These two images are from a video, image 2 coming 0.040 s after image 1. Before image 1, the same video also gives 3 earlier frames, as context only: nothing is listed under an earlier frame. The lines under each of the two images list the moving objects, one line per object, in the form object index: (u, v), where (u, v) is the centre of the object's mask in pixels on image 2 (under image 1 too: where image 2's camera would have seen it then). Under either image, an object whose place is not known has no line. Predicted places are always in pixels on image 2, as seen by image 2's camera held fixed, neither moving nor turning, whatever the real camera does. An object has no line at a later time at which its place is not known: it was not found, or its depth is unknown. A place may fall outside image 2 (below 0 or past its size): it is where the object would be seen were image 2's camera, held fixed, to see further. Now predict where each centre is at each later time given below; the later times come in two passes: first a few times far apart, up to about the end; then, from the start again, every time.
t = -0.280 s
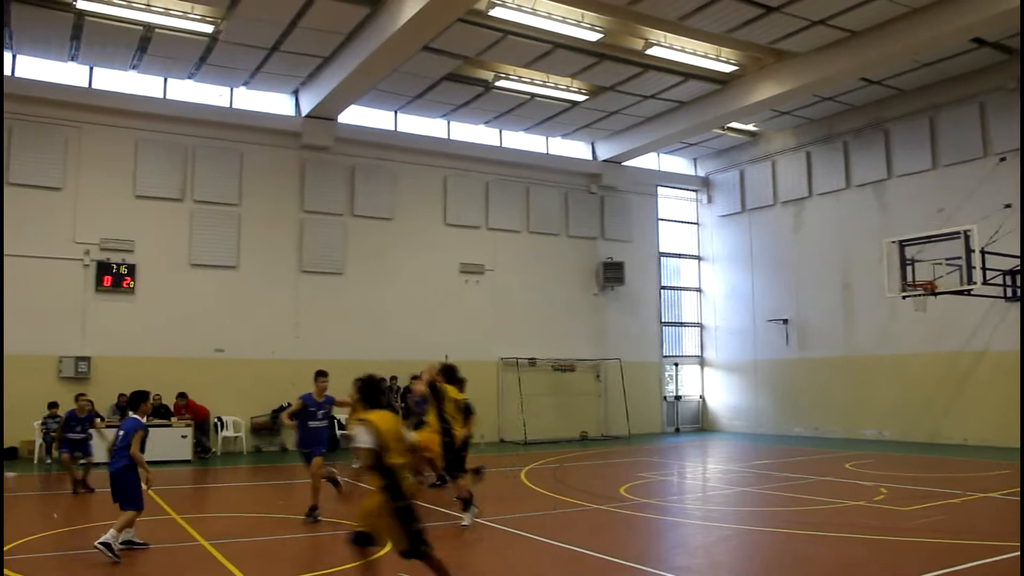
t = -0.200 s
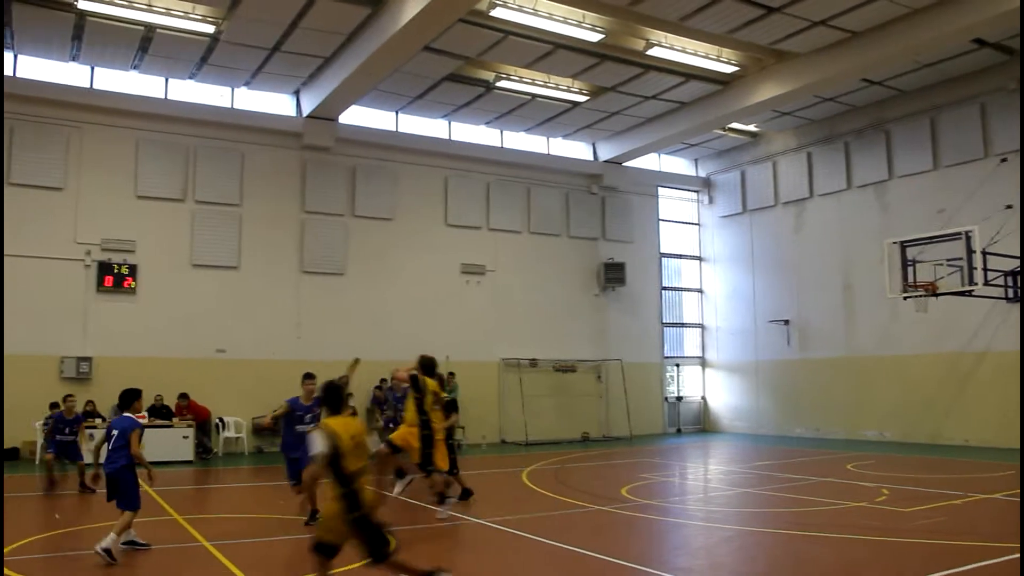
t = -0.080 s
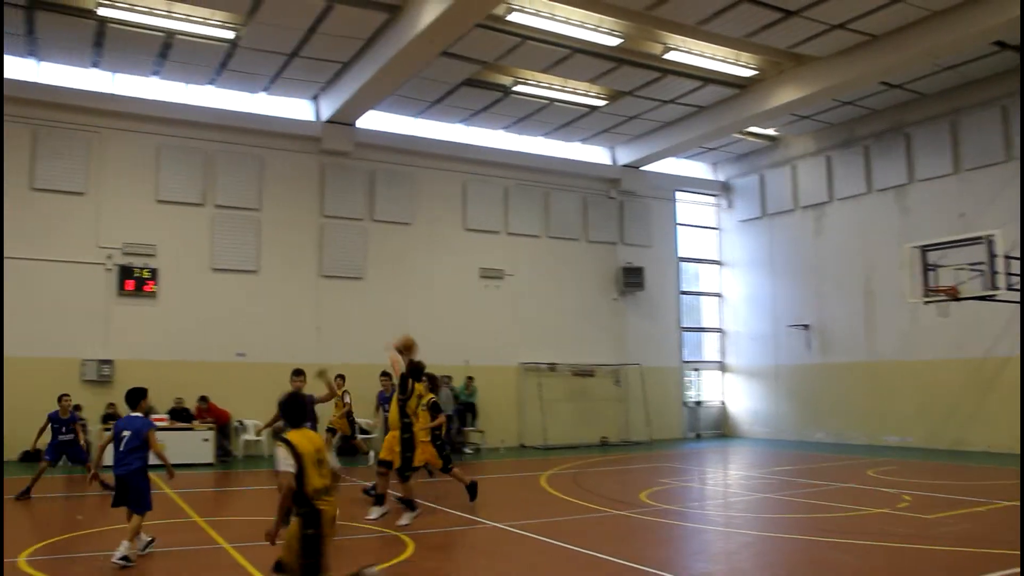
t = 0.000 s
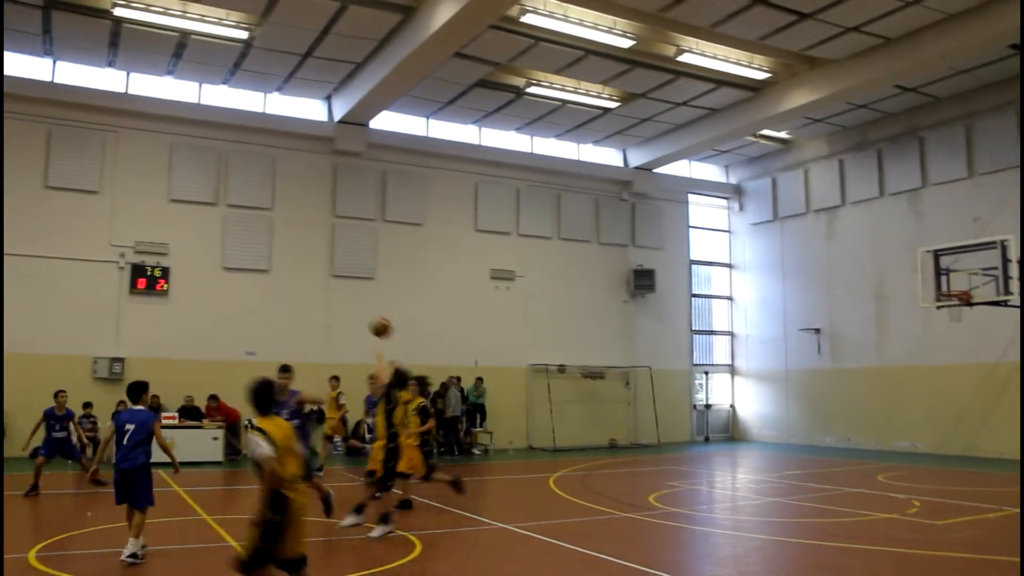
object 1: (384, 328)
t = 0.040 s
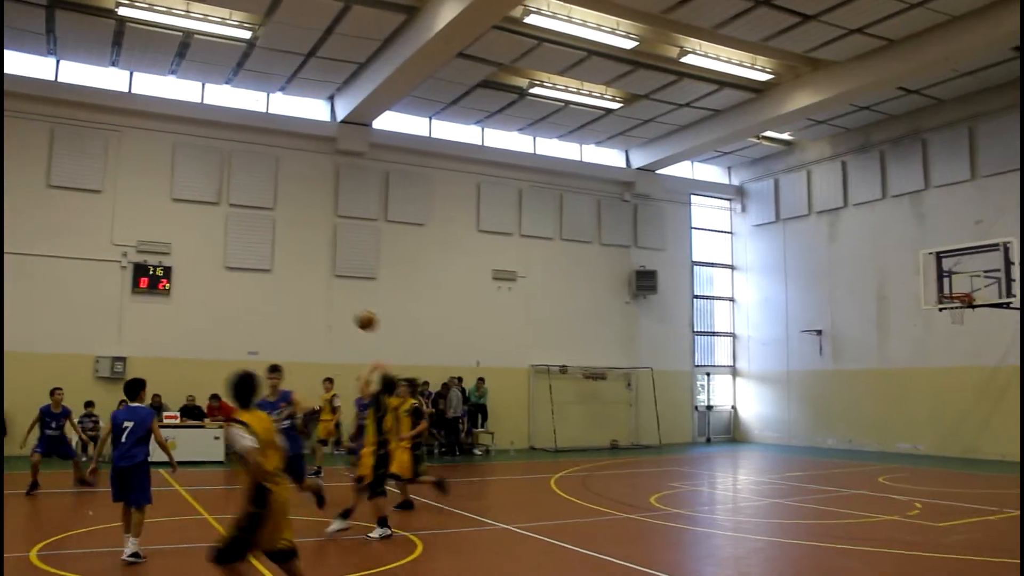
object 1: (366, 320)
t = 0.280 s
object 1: (276, 306)
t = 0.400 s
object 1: (238, 318)
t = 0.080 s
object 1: (349, 315)
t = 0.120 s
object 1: (333, 311)
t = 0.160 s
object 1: (319, 308)
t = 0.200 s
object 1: (304, 307)
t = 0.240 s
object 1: (290, 307)
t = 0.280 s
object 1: (276, 306)
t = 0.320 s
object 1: (263, 309)
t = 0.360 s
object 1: (250, 313)
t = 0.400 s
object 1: (238, 318)
